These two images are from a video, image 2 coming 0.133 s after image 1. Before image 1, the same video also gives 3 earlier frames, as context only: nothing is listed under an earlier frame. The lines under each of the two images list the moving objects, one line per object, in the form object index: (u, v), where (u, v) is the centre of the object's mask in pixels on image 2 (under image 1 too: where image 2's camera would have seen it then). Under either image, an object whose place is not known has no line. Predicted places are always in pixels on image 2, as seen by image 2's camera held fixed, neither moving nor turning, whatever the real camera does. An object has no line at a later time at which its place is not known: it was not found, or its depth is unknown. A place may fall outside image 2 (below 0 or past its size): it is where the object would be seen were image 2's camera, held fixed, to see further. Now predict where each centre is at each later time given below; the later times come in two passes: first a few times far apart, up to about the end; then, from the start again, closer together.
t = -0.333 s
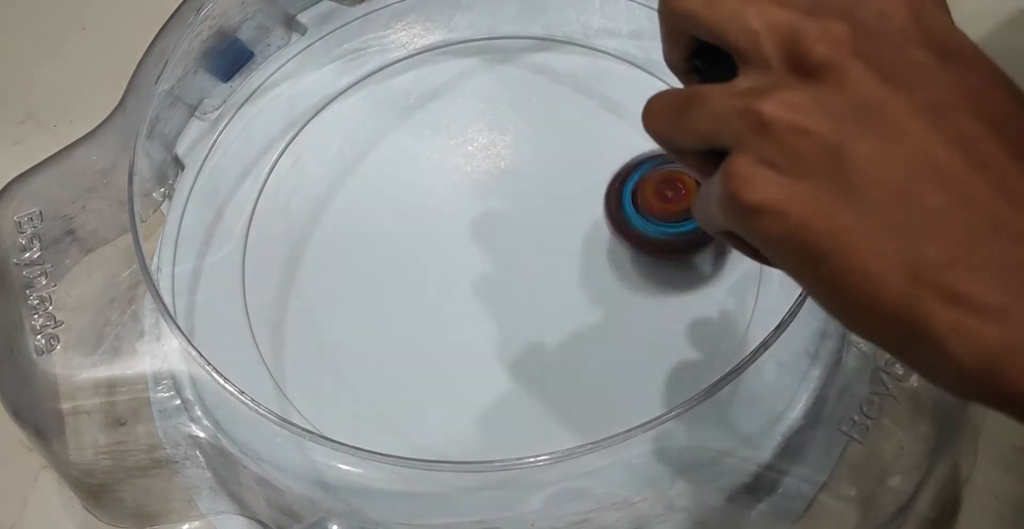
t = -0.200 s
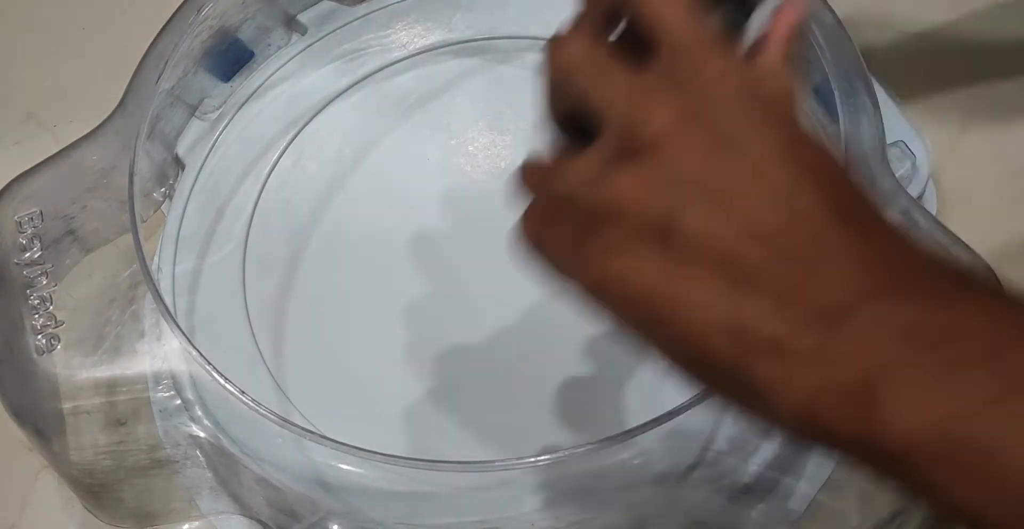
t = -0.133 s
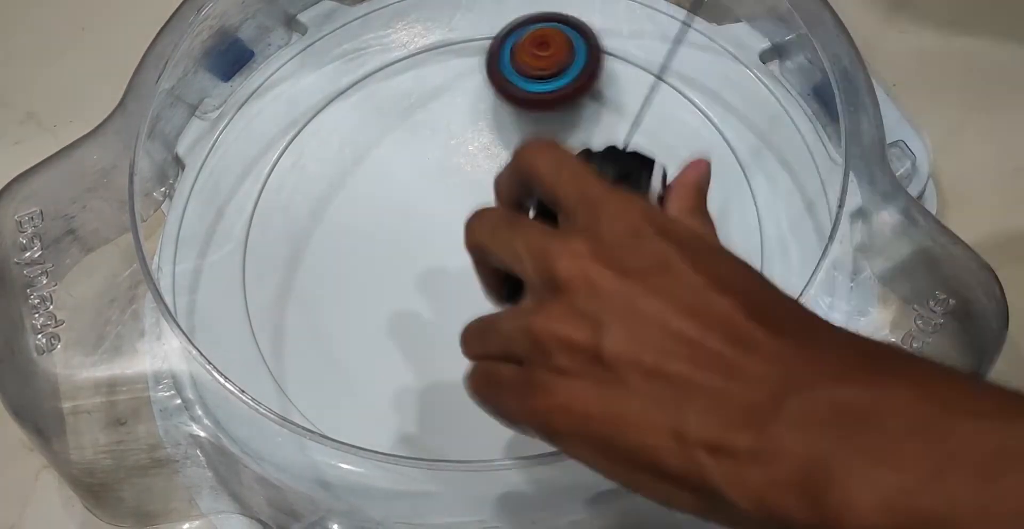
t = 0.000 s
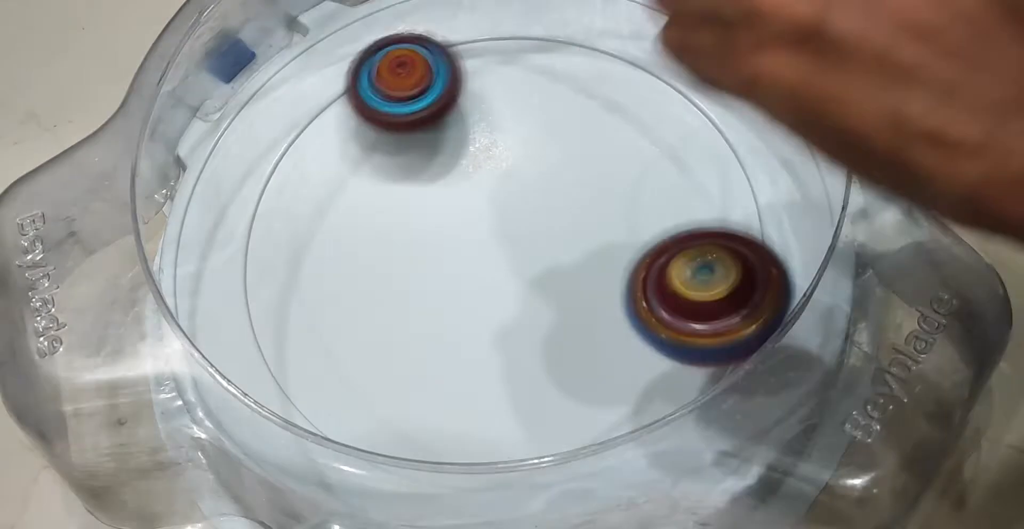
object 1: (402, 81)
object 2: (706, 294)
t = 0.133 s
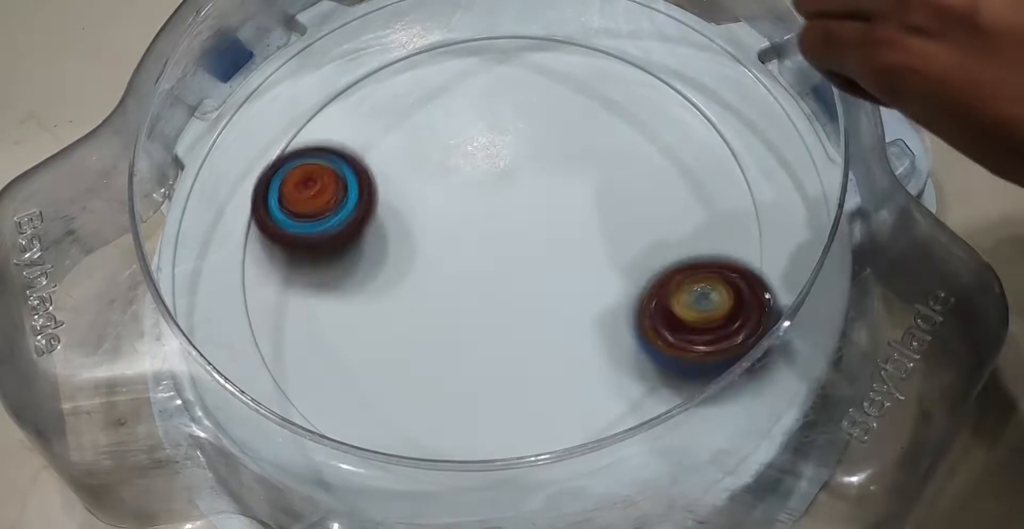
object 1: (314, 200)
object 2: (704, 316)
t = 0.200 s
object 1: (310, 276)
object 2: (627, 227)
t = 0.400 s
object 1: (484, 396)
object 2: (403, 140)
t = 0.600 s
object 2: (322, 203)
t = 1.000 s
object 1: (399, 106)
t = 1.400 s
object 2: (531, 164)
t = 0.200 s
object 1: (310, 276)
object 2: (627, 227)
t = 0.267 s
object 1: (343, 344)
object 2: (552, 188)
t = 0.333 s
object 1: (403, 385)
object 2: (479, 157)
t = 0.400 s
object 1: (484, 396)
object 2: (403, 140)
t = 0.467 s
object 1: (571, 375)
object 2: (339, 128)
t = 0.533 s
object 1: (641, 328)
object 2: (318, 152)
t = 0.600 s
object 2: (322, 203)
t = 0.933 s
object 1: (466, 83)
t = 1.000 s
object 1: (399, 106)
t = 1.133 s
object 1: (323, 208)
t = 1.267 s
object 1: (379, 328)
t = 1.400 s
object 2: (531, 164)
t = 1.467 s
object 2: (443, 186)
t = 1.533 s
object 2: (368, 223)
